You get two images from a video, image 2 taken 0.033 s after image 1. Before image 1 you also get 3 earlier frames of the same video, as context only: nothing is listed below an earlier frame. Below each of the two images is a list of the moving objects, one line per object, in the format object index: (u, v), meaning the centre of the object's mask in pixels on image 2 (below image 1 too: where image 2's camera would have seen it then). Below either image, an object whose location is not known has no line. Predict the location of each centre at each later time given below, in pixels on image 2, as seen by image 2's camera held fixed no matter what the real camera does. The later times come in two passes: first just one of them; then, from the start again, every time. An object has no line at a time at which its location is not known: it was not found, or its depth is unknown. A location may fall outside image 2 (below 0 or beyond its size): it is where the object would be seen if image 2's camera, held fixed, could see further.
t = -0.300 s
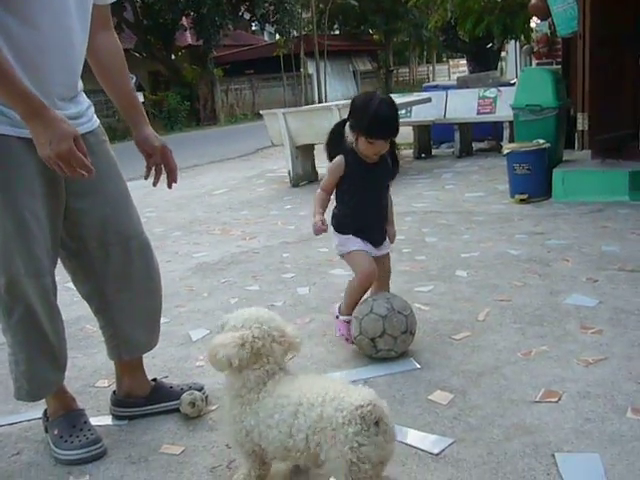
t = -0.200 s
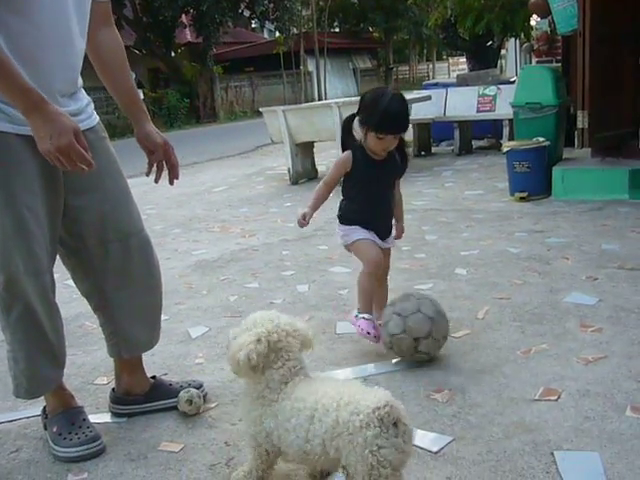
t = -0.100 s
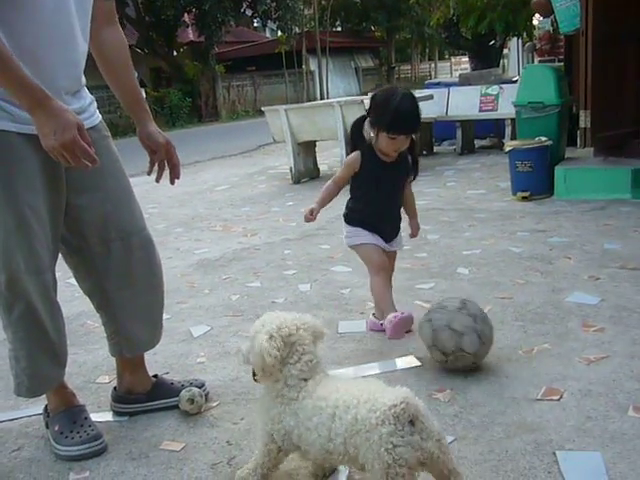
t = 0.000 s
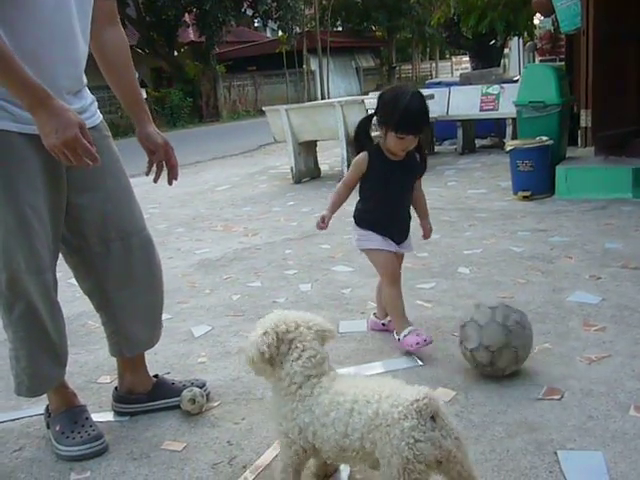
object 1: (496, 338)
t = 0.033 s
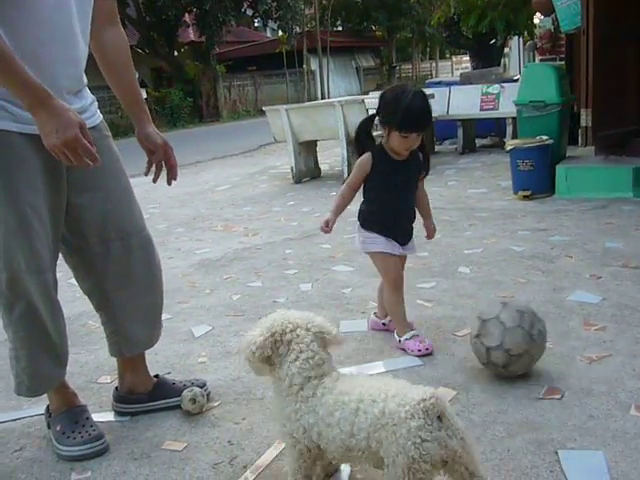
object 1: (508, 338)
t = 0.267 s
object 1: (601, 349)
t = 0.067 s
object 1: (521, 340)
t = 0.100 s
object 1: (534, 343)
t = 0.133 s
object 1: (547, 345)
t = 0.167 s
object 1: (562, 348)
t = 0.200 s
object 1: (576, 349)
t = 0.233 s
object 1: (588, 347)
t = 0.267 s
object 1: (601, 349)
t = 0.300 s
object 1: (615, 350)
